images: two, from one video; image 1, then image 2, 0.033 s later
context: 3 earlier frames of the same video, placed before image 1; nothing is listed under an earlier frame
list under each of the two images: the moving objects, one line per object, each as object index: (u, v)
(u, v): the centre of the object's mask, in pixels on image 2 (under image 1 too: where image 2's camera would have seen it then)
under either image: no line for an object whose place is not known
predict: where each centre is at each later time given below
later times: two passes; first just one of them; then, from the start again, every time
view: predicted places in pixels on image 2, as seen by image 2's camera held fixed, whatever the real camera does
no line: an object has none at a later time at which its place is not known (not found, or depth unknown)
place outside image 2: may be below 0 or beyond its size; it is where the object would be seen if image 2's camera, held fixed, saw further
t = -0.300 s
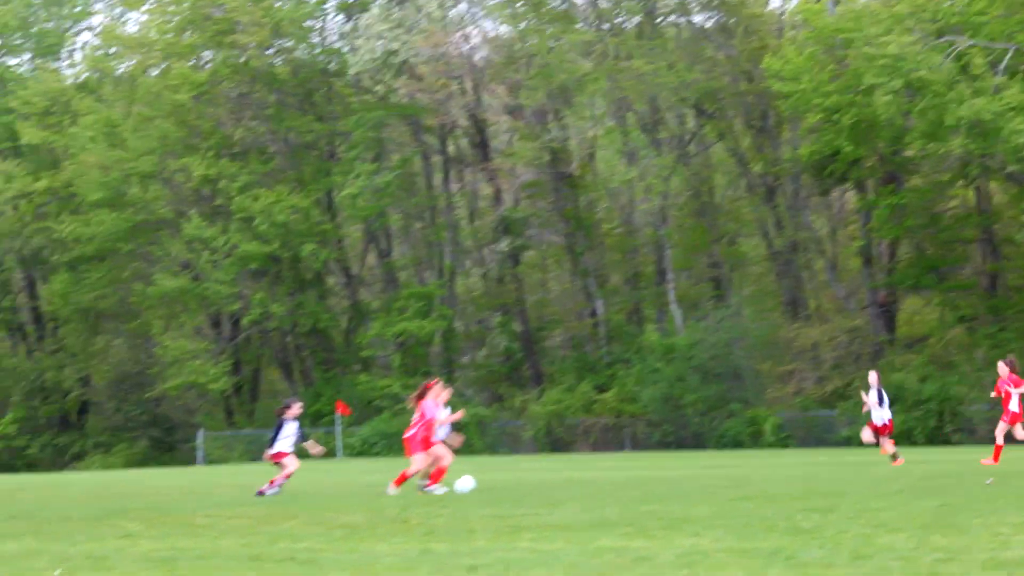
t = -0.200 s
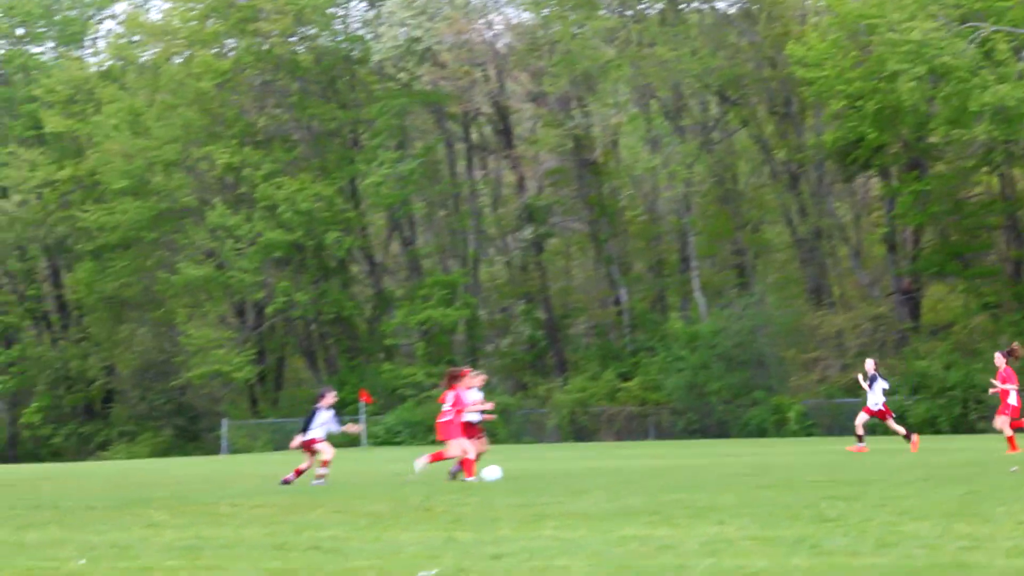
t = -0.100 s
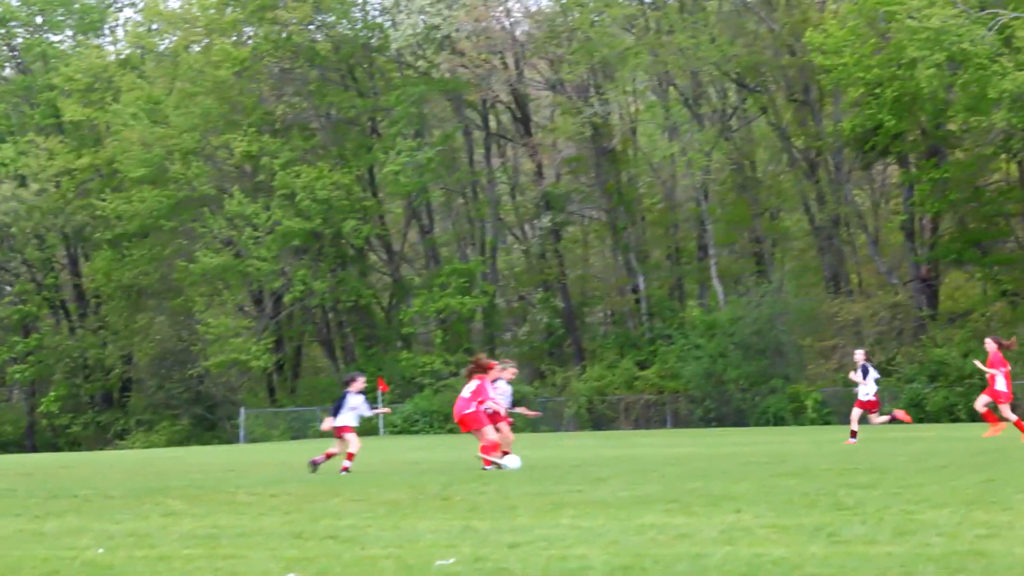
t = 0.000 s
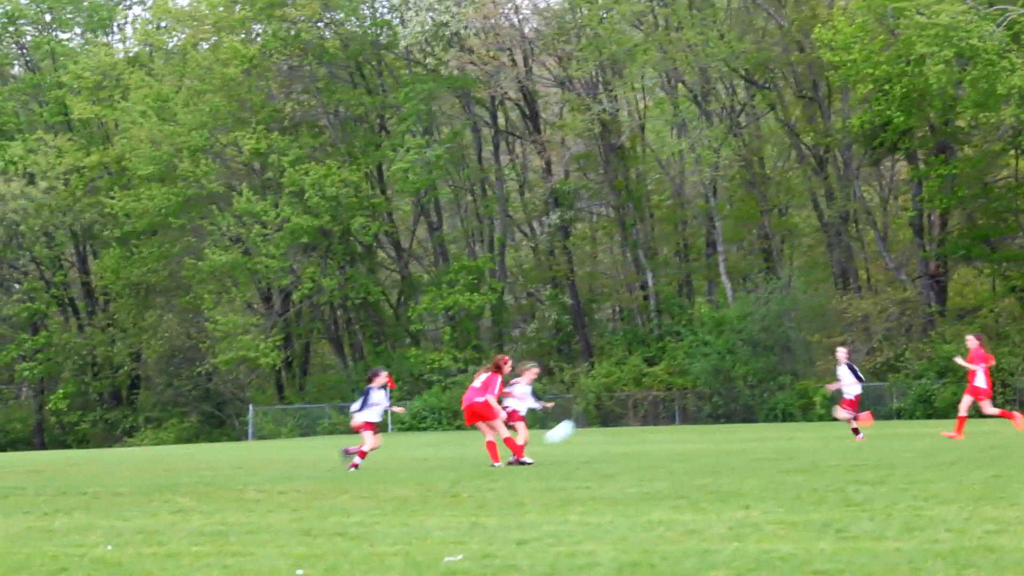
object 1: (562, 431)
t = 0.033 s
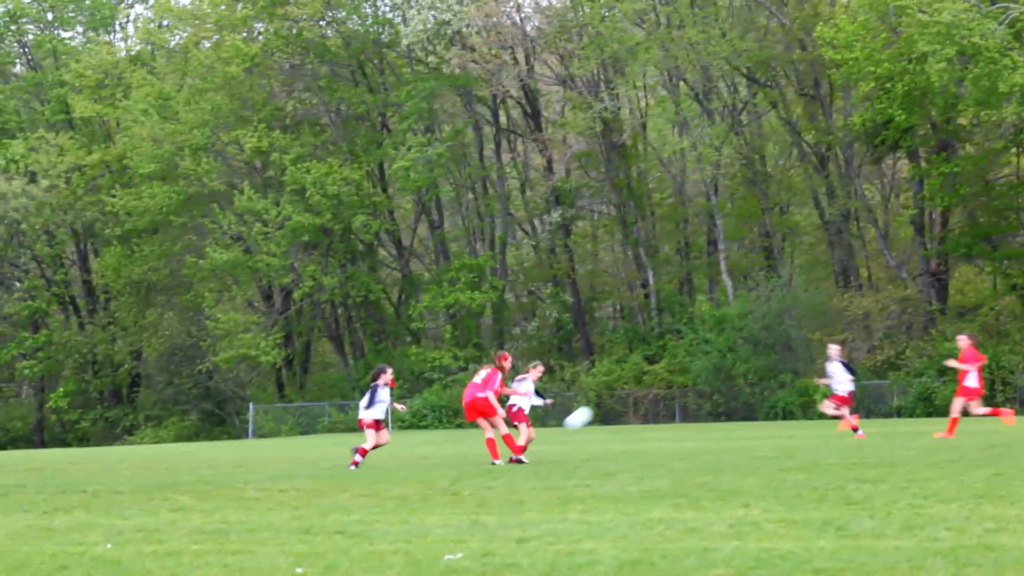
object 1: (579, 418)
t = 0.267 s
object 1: (703, 357)
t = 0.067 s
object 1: (596, 410)
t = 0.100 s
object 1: (616, 398)
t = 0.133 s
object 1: (633, 386)
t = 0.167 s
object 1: (651, 379)
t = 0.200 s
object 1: (670, 371)
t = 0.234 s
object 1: (687, 362)
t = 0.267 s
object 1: (703, 357)
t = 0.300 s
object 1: (721, 352)
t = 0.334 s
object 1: (738, 348)
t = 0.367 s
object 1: (755, 344)
